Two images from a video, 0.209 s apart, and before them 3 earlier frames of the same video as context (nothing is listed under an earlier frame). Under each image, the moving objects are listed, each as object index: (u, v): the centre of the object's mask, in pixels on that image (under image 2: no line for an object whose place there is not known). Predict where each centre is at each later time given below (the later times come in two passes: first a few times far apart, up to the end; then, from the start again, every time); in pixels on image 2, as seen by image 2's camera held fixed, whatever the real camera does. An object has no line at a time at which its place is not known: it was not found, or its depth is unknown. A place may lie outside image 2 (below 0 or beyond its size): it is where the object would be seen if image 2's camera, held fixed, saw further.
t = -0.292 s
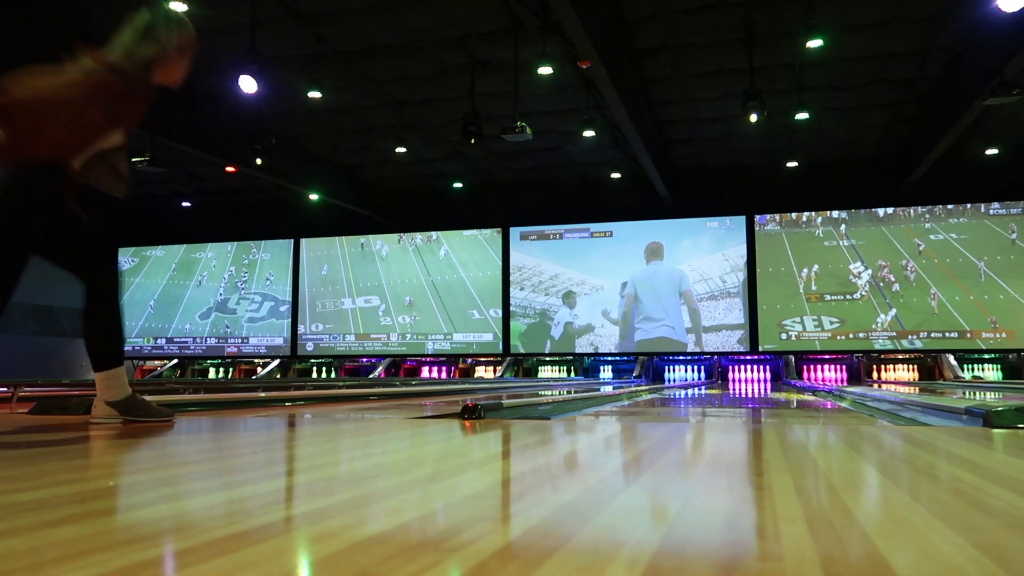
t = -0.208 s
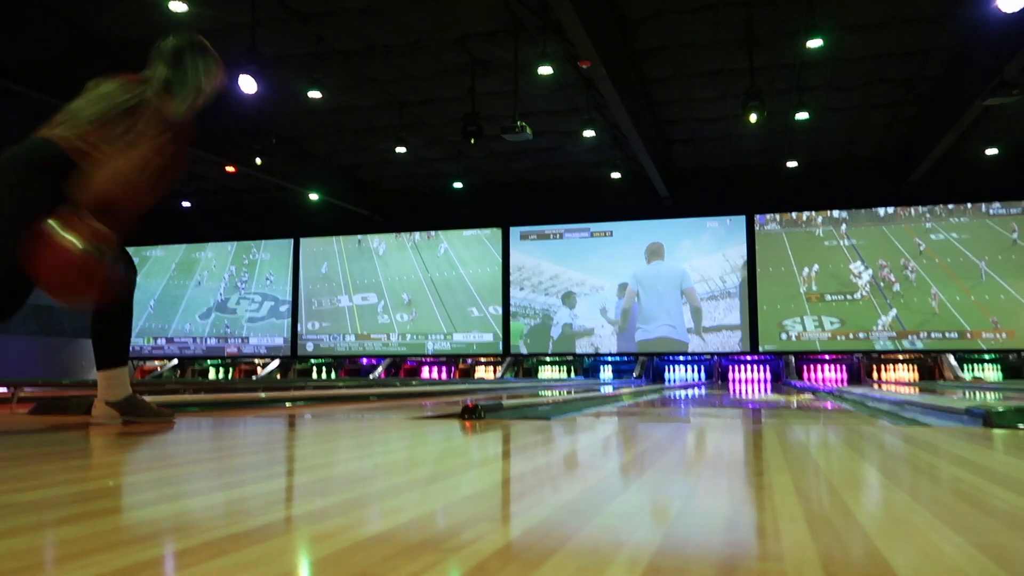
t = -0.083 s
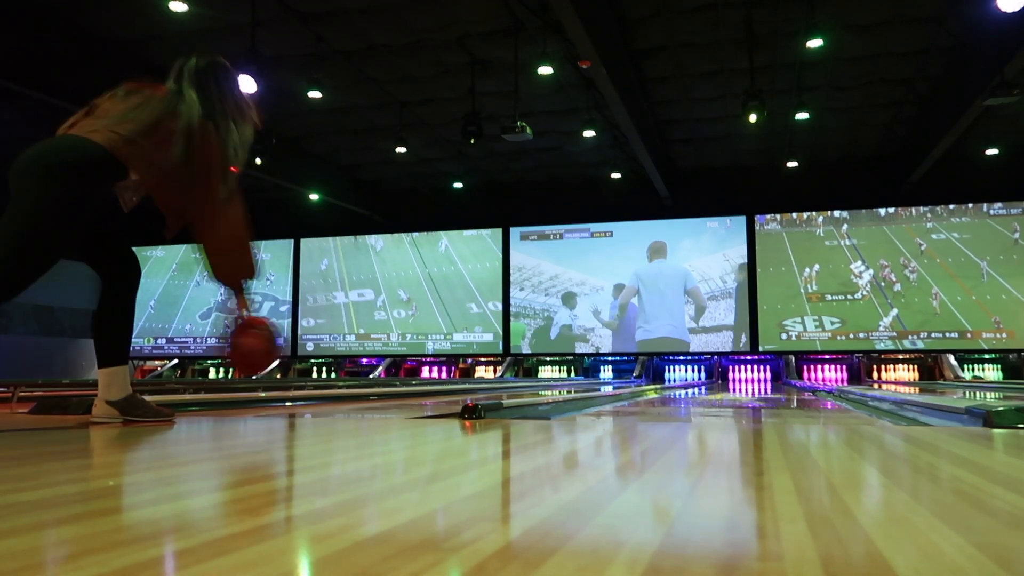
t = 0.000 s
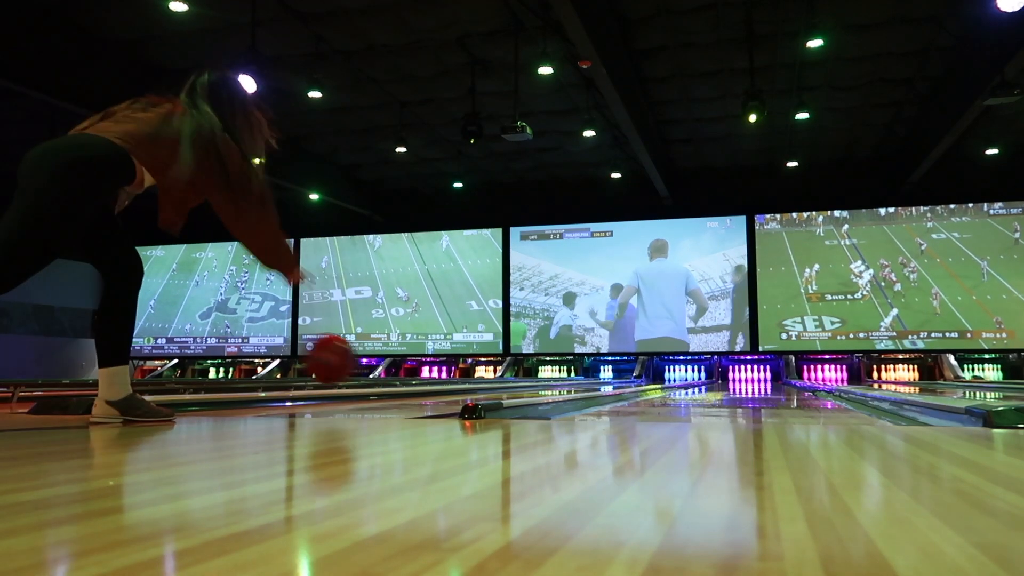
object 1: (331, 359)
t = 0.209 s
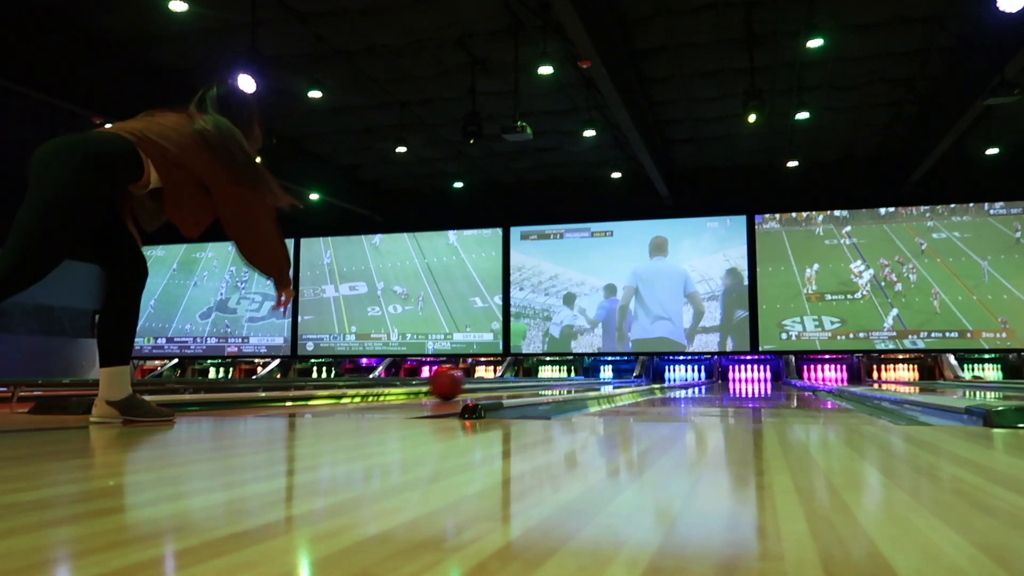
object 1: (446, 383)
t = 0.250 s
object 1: (462, 382)
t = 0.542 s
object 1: (537, 380)
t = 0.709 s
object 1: (564, 380)
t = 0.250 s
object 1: (462, 382)
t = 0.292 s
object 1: (475, 382)
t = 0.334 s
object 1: (488, 383)
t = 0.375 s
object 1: (500, 382)
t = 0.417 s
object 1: (510, 381)
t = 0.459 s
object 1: (520, 381)
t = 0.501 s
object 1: (528, 380)
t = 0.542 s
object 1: (537, 380)
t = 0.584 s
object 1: (544, 380)
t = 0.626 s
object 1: (551, 380)
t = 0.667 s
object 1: (558, 380)
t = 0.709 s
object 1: (564, 380)
